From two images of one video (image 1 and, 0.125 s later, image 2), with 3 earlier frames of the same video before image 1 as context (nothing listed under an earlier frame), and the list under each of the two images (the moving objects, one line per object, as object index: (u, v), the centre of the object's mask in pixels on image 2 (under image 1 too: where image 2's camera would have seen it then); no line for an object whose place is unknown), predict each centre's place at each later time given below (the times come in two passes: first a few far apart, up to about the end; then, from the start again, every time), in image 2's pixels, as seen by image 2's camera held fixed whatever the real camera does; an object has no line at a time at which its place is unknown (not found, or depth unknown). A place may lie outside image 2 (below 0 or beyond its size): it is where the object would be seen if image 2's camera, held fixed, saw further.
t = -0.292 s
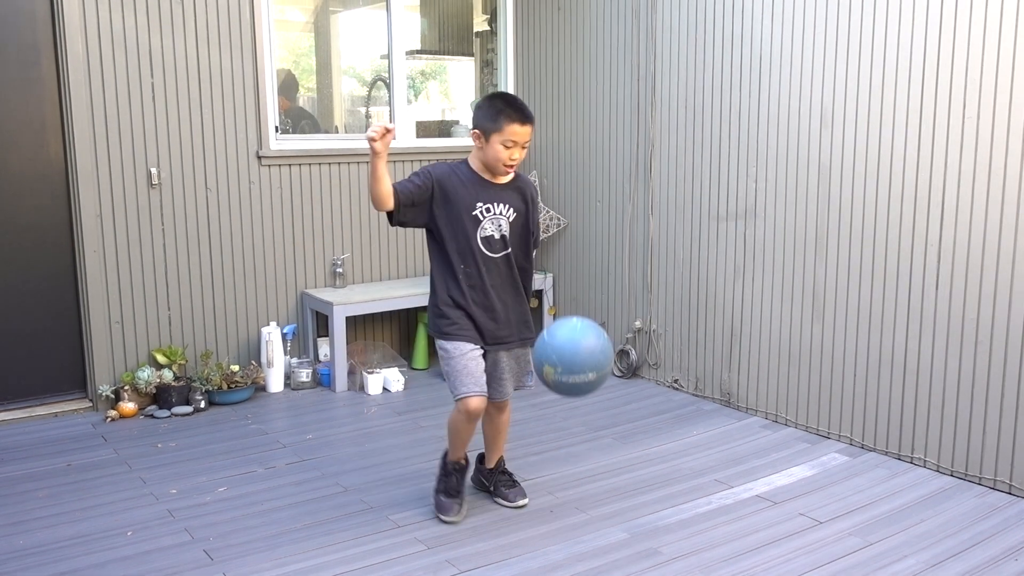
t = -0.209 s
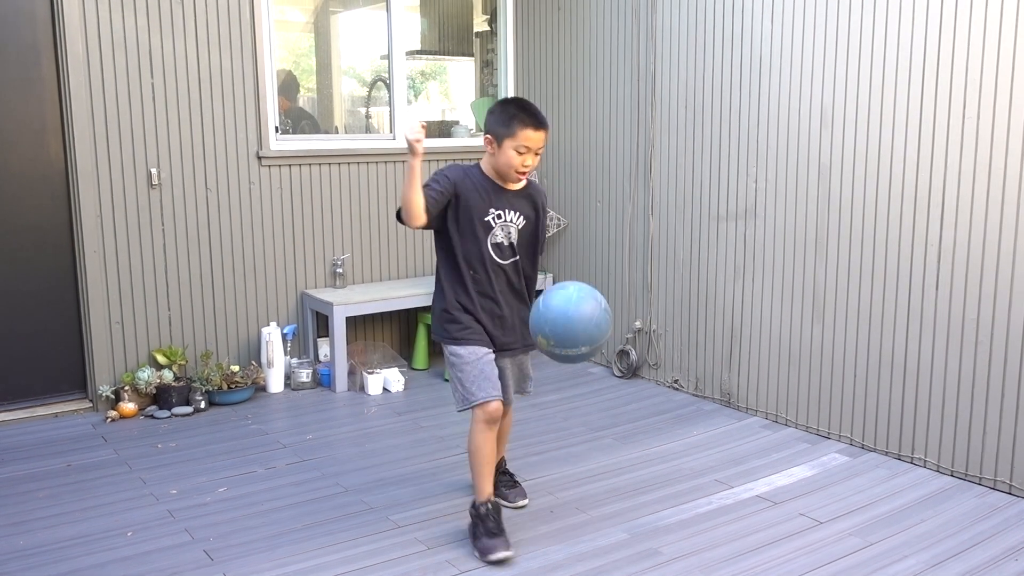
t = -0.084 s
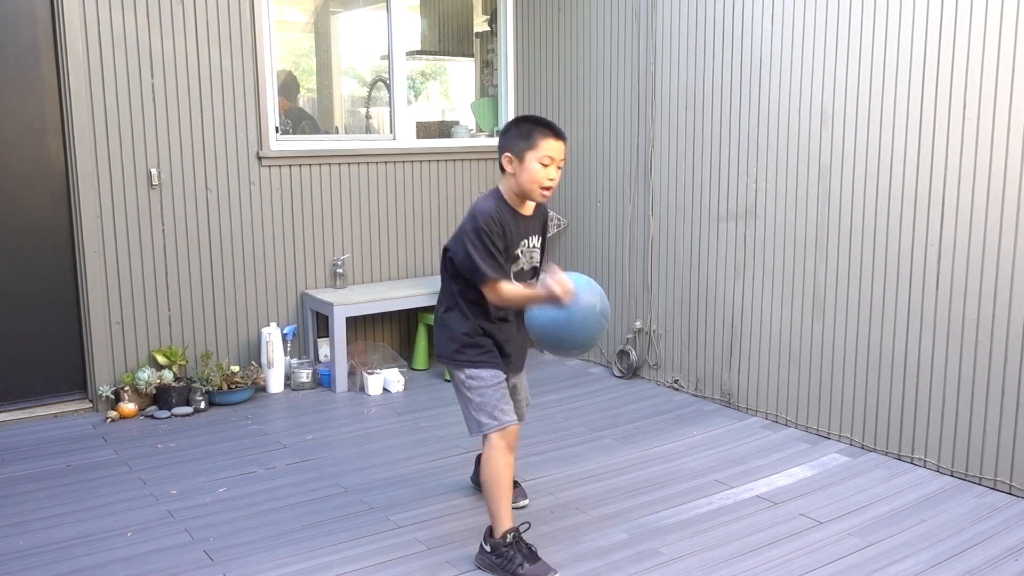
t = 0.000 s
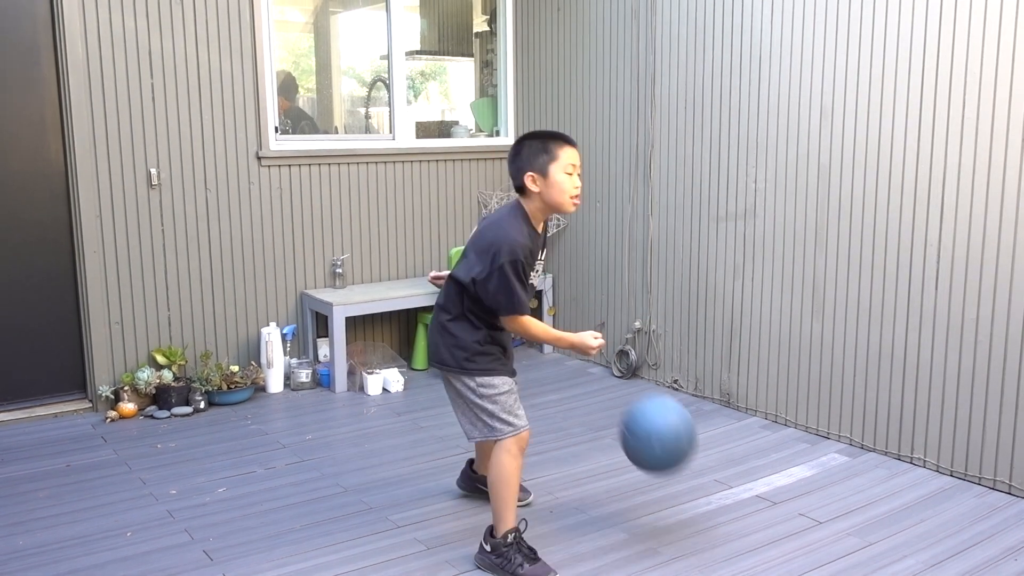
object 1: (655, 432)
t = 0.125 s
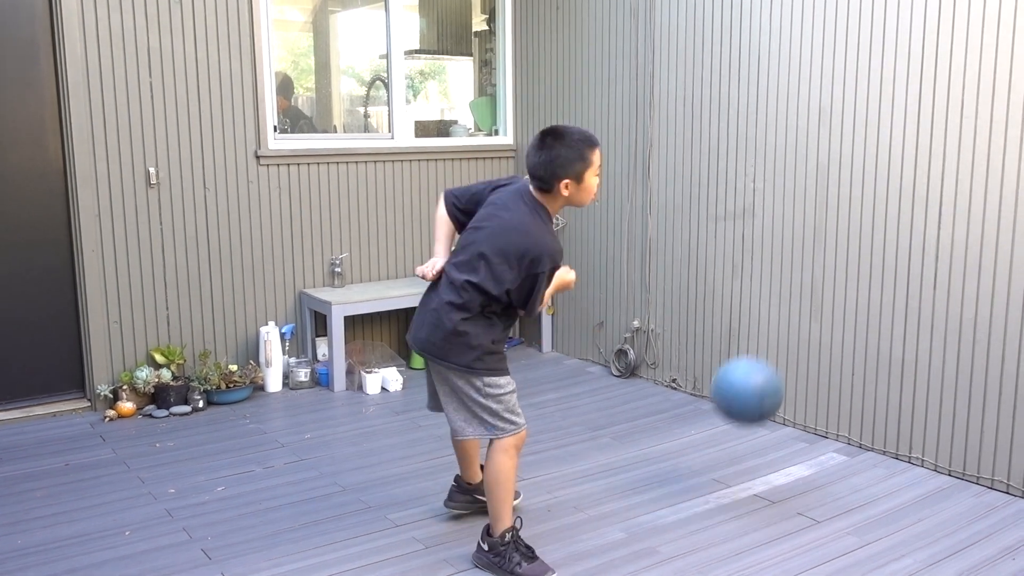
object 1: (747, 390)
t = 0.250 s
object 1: (816, 254)
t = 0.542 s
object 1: (852, 111)
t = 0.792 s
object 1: (751, 184)
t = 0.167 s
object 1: (771, 339)
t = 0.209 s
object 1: (794, 294)
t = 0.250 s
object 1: (816, 254)
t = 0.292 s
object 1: (837, 219)
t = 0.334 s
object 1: (858, 190)
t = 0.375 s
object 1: (879, 166)
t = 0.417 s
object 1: (892, 146)
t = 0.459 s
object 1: (879, 130)
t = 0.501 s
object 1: (865, 118)
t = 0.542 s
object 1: (852, 111)
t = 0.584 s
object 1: (837, 109)
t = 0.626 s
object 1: (821, 113)
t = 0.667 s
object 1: (805, 121)
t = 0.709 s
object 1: (788, 136)
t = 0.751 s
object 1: (769, 157)
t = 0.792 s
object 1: (751, 184)
